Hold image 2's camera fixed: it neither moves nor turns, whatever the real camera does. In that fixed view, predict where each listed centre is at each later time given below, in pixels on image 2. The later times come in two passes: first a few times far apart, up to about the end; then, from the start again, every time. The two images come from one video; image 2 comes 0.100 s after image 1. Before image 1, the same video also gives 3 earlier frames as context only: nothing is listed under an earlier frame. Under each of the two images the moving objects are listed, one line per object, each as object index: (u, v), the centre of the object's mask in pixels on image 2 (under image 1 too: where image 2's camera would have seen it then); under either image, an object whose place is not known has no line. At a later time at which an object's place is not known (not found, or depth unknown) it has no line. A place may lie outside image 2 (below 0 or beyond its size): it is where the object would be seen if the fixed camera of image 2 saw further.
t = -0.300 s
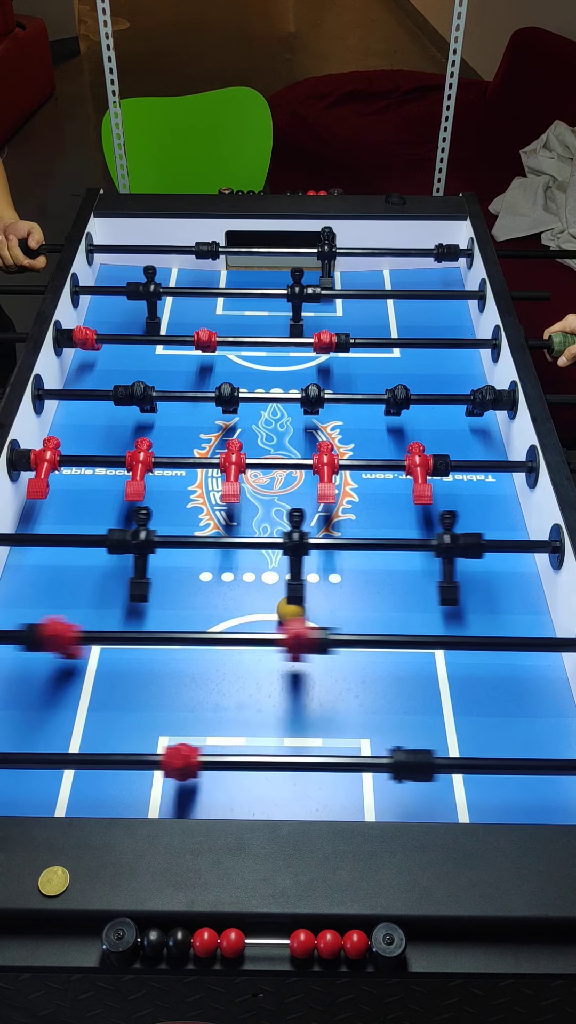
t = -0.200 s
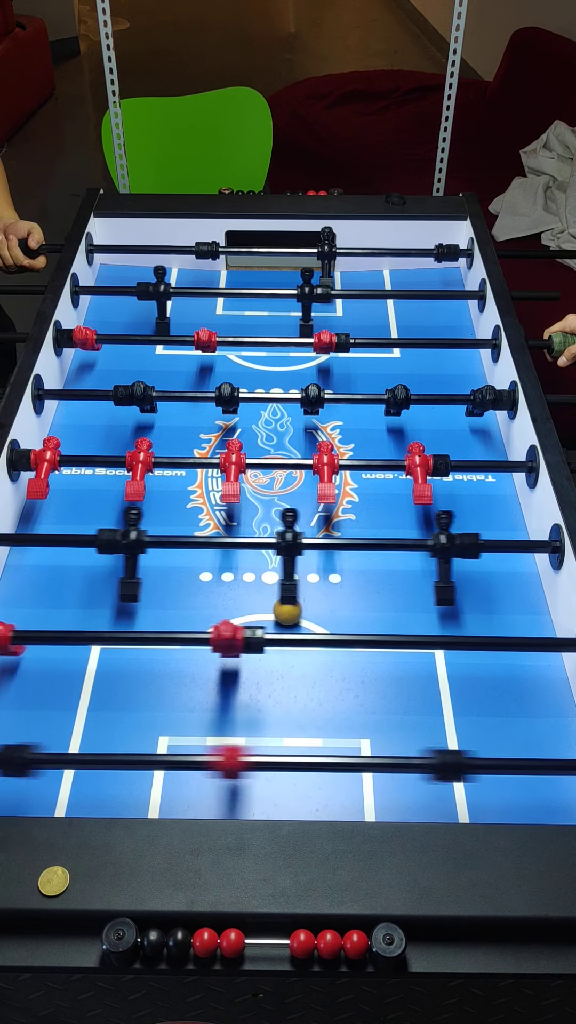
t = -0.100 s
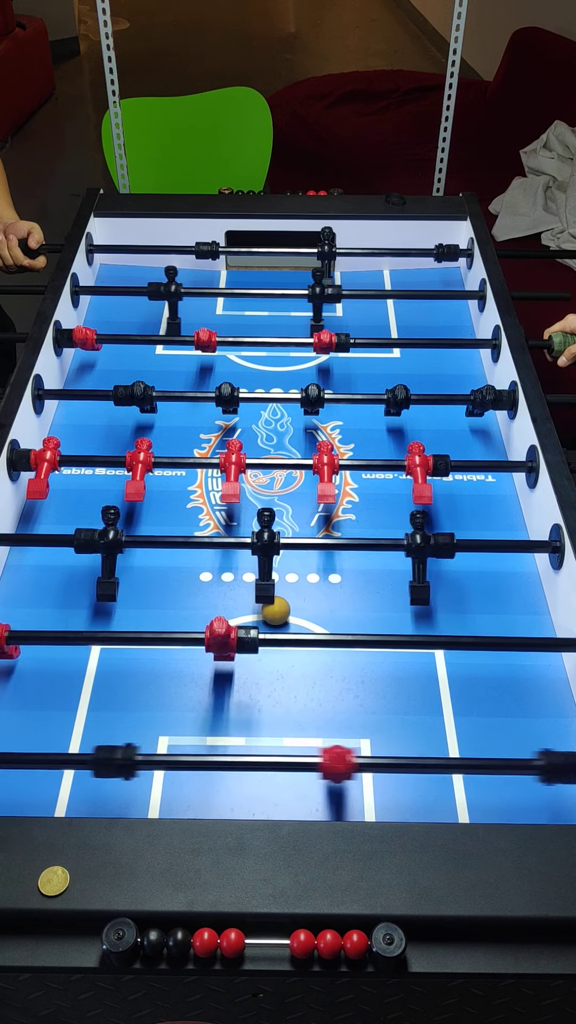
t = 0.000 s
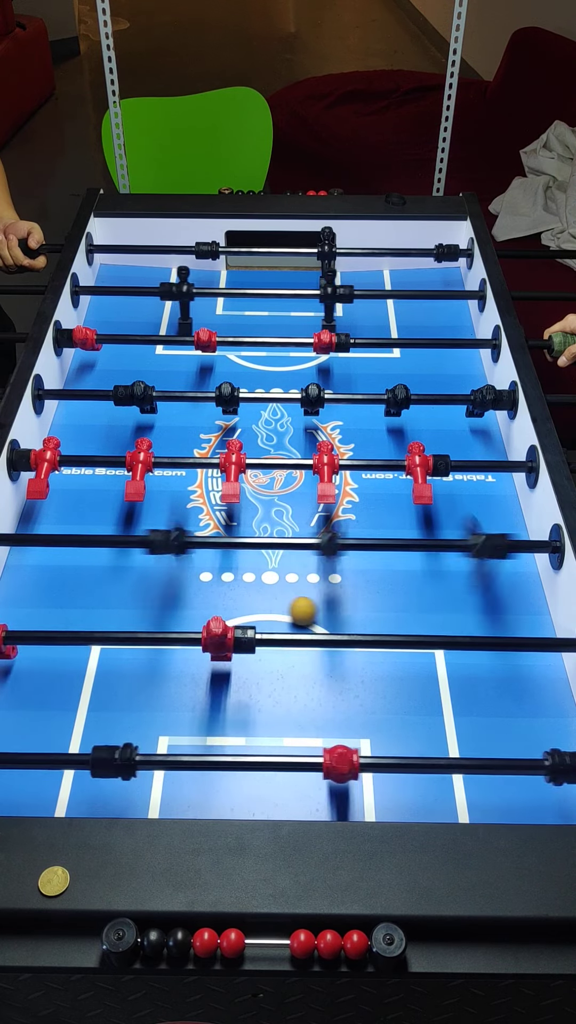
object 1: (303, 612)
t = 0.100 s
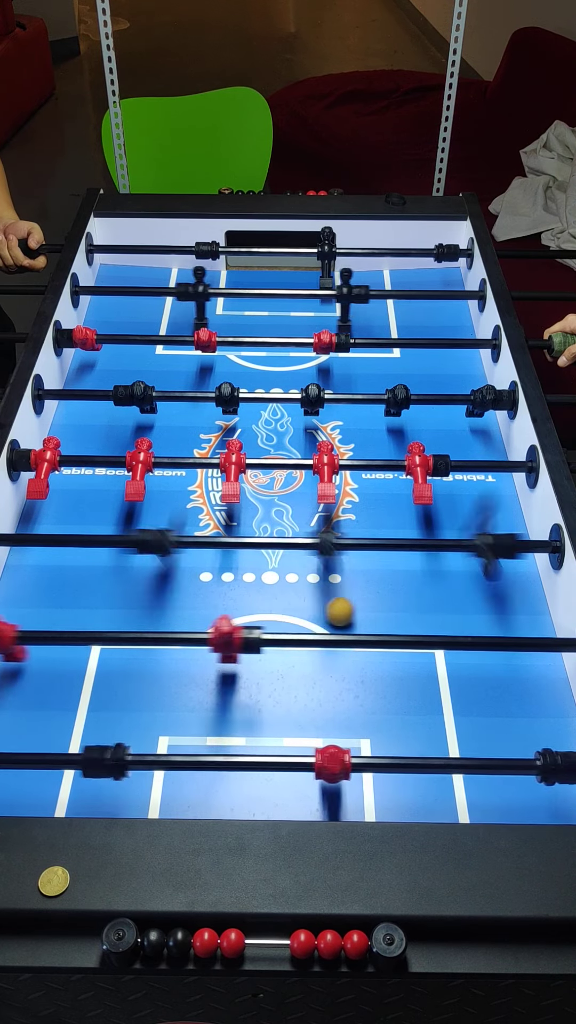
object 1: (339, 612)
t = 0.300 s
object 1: (414, 615)
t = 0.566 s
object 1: (513, 618)
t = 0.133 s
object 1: (352, 613)
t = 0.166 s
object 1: (365, 613)
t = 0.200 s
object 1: (377, 613)
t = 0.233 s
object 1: (389, 614)
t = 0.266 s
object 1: (402, 614)
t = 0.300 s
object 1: (414, 615)
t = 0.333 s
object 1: (427, 615)
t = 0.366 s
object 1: (439, 615)
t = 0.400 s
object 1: (452, 616)
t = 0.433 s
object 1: (464, 616)
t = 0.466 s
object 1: (476, 617)
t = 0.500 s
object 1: (489, 617)
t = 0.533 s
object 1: (501, 618)
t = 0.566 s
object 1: (513, 618)
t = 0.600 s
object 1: (525, 619)
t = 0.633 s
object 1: (538, 619)
